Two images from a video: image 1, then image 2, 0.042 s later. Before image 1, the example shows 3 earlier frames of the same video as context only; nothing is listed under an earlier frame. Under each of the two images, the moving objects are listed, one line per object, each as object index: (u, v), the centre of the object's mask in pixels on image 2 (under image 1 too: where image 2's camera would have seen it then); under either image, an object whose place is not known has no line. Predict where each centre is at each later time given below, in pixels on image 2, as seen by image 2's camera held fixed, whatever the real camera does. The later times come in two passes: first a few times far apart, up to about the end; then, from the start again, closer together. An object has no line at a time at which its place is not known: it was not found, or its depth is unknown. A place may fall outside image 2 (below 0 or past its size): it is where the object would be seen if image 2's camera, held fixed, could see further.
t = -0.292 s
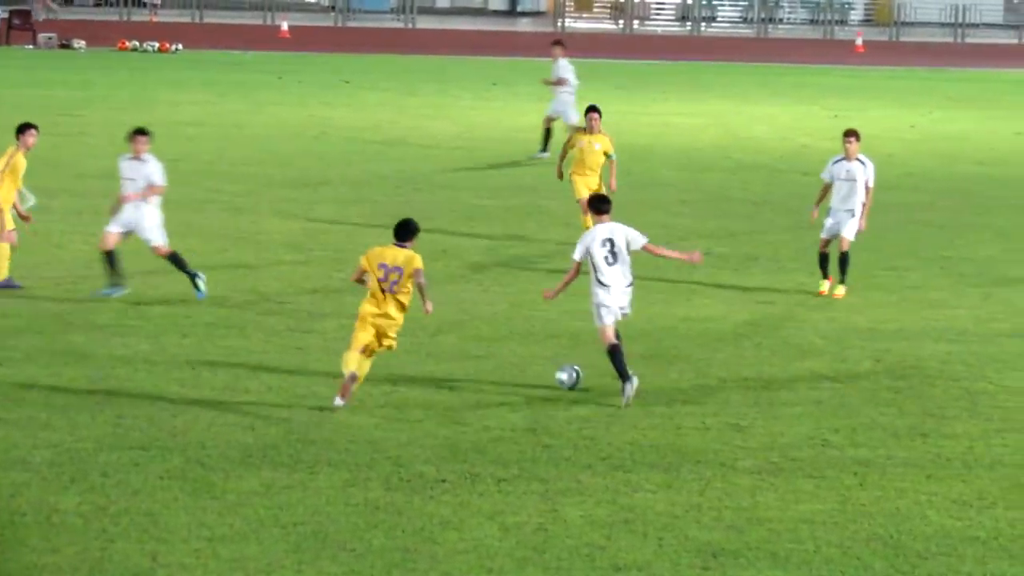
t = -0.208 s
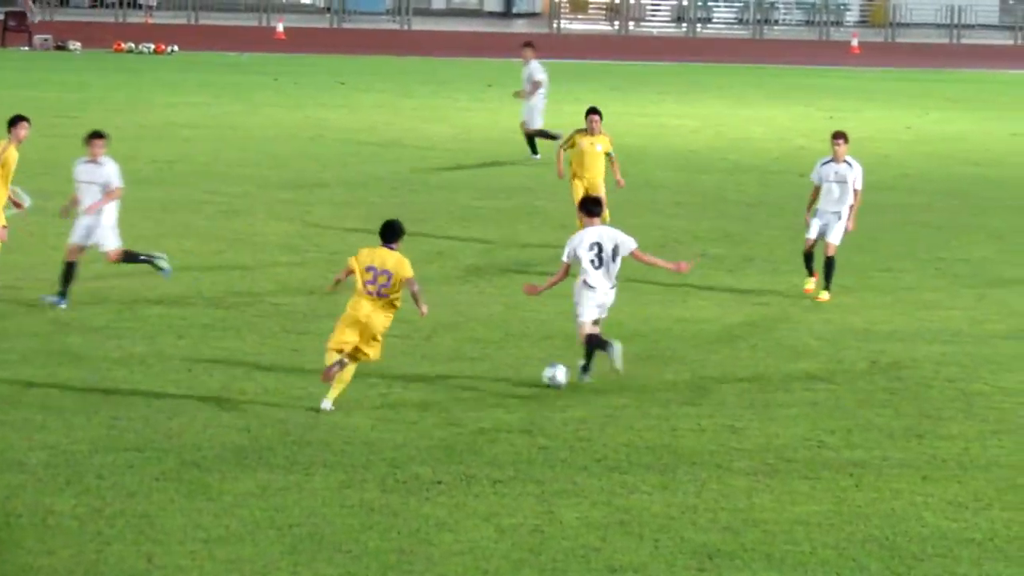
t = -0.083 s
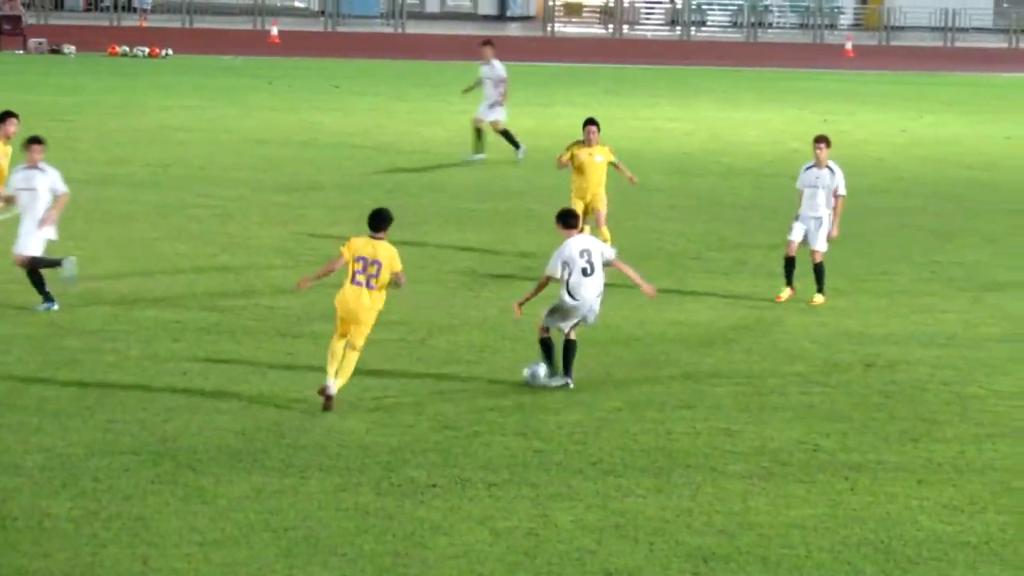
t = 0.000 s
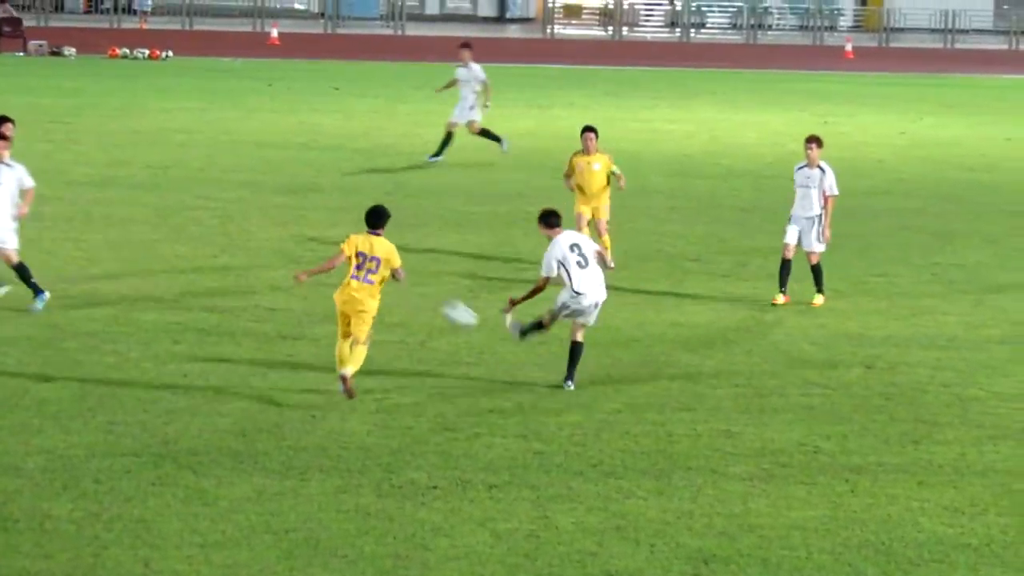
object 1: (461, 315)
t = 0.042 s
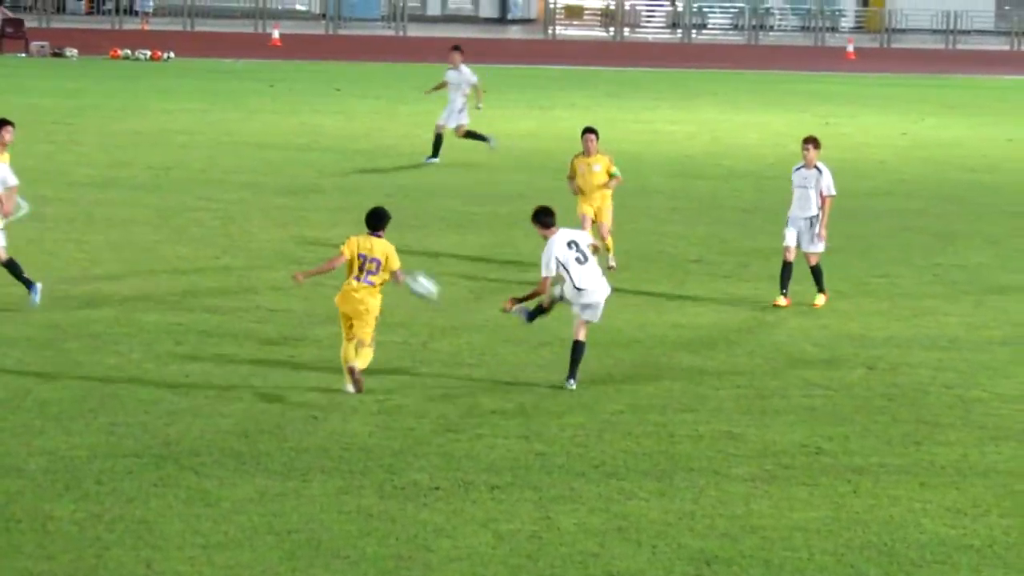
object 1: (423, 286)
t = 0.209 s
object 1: (285, 186)
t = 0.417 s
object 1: (153, 107)
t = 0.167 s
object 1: (316, 207)
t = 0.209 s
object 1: (285, 186)
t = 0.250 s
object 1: (254, 168)
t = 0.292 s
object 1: (228, 150)
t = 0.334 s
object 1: (201, 134)
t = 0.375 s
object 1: (176, 120)
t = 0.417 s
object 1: (153, 107)
